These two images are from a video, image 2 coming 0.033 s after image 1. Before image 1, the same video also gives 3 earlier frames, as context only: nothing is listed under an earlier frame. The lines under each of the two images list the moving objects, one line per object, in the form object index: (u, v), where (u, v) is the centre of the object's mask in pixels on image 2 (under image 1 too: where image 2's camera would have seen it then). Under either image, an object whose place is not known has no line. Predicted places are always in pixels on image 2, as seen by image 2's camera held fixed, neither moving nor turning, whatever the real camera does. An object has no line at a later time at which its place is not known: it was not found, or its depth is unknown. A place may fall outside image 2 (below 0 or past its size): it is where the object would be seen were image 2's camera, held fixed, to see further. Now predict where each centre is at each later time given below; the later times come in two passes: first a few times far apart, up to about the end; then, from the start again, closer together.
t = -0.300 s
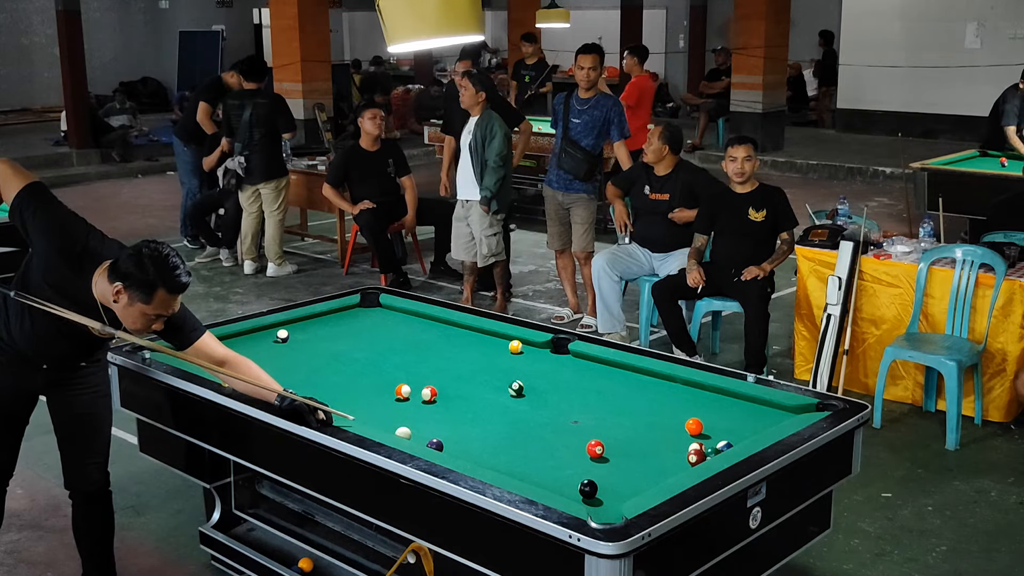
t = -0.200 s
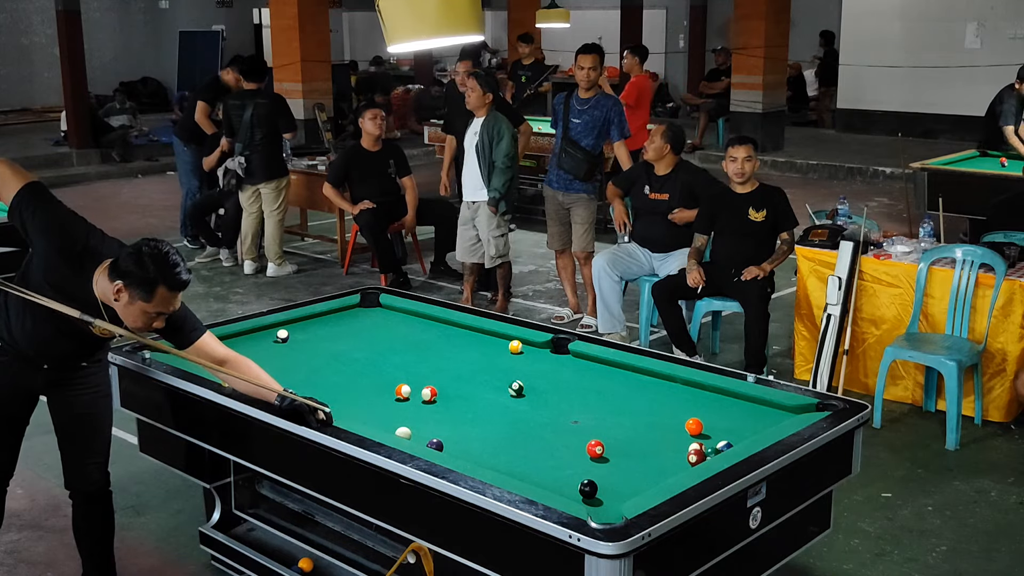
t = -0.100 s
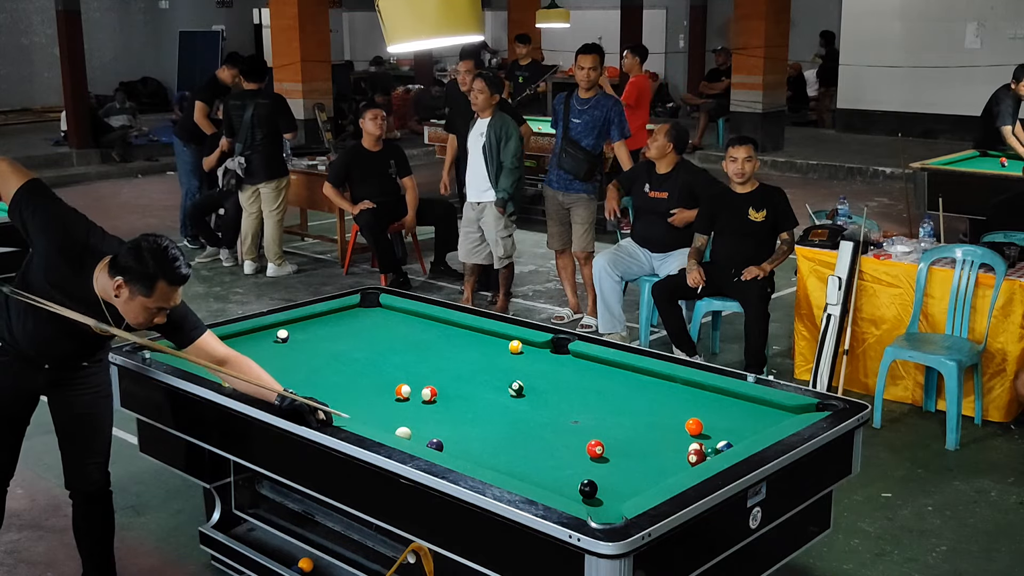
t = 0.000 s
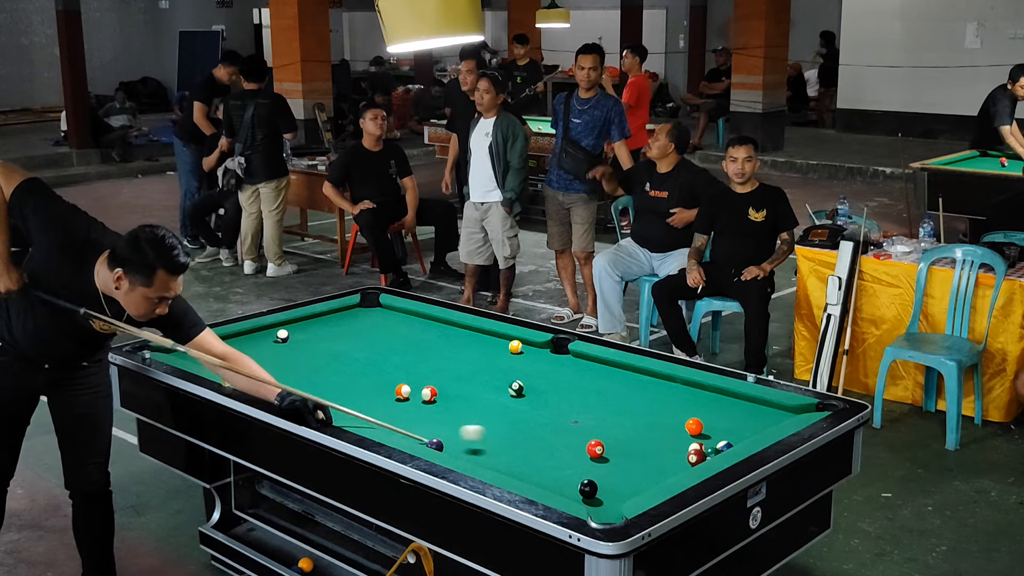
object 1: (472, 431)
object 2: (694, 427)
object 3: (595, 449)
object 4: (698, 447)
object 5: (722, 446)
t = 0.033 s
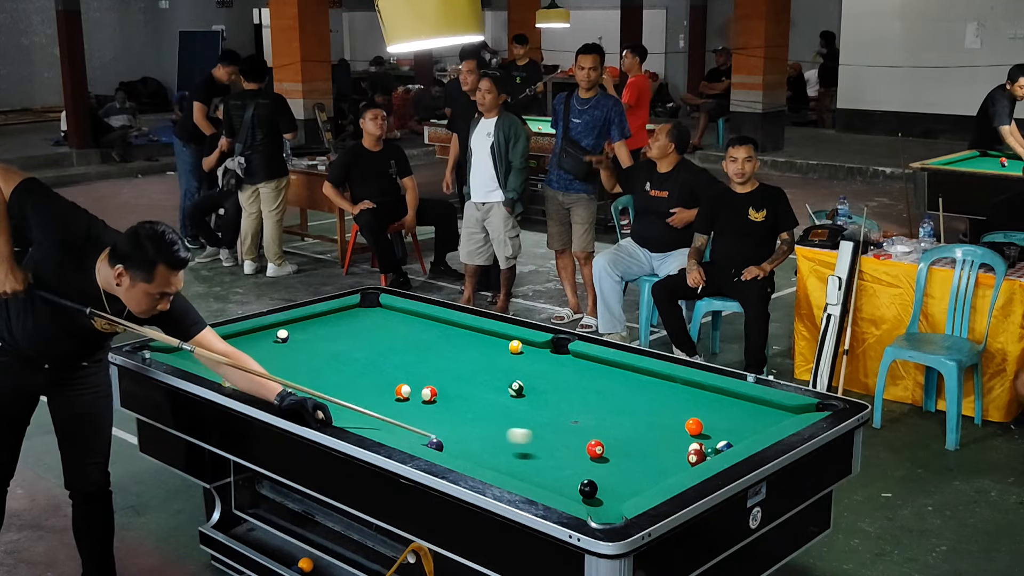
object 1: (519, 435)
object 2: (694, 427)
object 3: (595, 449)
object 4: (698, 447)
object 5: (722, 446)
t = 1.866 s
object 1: (581, 462)
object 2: (544, 399)
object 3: (663, 446)
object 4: (585, 484)
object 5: (752, 430)
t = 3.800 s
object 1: (589, 461)
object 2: (483, 392)
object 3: (663, 447)
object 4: (570, 478)
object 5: (752, 430)
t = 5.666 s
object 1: (589, 461)
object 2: (483, 392)
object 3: (663, 446)
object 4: (570, 477)
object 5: (752, 430)
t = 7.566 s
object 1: (589, 461)
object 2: (483, 392)
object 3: (663, 446)
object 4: (570, 477)
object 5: (752, 430)
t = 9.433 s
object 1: (589, 461)
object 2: (483, 392)
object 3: (663, 447)
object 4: (570, 477)
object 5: (752, 430)
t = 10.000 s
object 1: (589, 461)
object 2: (483, 392)
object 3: (663, 447)
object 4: (570, 477)
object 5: (752, 430)
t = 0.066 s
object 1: (567, 442)
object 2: (694, 426)
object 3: (595, 449)
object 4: (698, 447)
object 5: (722, 446)
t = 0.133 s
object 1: (574, 452)
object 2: (694, 427)
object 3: (670, 448)
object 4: (698, 447)
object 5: (722, 446)
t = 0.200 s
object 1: (567, 457)
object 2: (694, 426)
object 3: (677, 450)
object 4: (721, 433)
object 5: (724, 446)
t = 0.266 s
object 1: (558, 460)
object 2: (694, 426)
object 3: (675, 450)
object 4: (744, 419)
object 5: (727, 444)
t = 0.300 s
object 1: (554, 462)
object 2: (694, 426)
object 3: (674, 449)
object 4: (754, 411)
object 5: (728, 444)
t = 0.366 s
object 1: (545, 465)
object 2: (694, 426)
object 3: (672, 449)
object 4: (761, 405)
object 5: (731, 443)
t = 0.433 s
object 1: (536, 468)
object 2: (694, 426)
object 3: (671, 448)
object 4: (744, 413)
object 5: (733, 441)
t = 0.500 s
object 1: (528, 471)
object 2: (694, 426)
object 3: (669, 448)
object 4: (727, 420)
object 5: (735, 440)
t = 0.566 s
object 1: (519, 473)
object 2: (692, 427)
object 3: (668, 447)
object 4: (712, 426)
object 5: (737, 439)
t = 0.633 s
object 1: (512, 473)
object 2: (675, 426)
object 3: (667, 447)
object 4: (712, 433)
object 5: (739, 438)
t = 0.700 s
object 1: (516, 473)
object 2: (665, 424)
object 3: (666, 447)
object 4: (711, 440)
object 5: (741, 437)
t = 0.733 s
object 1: (519, 473)
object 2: (660, 424)
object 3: (665, 446)
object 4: (710, 444)
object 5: (742, 437)
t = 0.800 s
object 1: (524, 473)
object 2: (651, 422)
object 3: (664, 446)
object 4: (708, 451)
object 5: (743, 436)
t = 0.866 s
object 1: (529, 473)
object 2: (642, 420)
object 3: (664, 446)
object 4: (705, 455)
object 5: (745, 436)
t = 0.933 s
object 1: (534, 472)
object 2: (634, 418)
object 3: (663, 446)
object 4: (696, 459)
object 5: (746, 435)
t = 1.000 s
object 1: (539, 471)
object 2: (626, 417)
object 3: (663, 446)
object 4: (685, 463)
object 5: (747, 434)
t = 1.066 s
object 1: (544, 470)
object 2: (618, 415)
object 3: (662, 446)
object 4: (674, 466)
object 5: (747, 433)
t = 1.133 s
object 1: (548, 469)
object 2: (611, 413)
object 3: (663, 446)
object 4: (663, 469)
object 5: (748, 432)
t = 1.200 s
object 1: (552, 468)
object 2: (604, 412)
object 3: (663, 446)
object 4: (652, 471)
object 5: (749, 432)
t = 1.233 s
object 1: (554, 468)
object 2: (600, 411)
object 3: (663, 446)
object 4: (647, 473)
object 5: (749, 432)
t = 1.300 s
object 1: (558, 467)
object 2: (593, 409)
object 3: (663, 446)
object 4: (636, 475)
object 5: (750, 431)
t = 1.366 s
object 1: (561, 466)
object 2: (586, 408)
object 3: (663, 446)
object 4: (625, 478)
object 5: (750, 431)
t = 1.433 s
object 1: (565, 466)
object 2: (580, 407)
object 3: (663, 446)
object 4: (614, 480)
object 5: (751, 431)
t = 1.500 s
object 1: (568, 465)
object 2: (574, 405)
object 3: (663, 446)
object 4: (604, 482)
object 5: (751, 430)
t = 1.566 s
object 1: (571, 464)
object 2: (568, 404)
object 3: (663, 447)
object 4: (599, 483)
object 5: (752, 430)
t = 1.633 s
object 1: (573, 464)
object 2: (562, 403)
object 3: (663, 446)
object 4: (596, 483)
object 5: (752, 430)
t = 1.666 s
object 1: (574, 463)
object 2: (559, 402)
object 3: (663, 446)
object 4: (594, 483)
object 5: (752, 430)
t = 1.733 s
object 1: (577, 463)
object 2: (554, 401)
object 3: (663, 446)
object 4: (591, 483)
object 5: (752, 430)
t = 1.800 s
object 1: (579, 463)
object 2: (549, 400)
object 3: (663, 446)
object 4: (587, 483)
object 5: (752, 430)
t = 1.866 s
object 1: (581, 462)
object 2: (544, 399)
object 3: (663, 446)
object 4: (585, 484)
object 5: (752, 430)
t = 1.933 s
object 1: (582, 462)
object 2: (539, 398)
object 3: (663, 446)
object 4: (583, 482)
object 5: (752, 430)
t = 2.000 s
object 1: (584, 462)
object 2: (535, 397)
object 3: (663, 446)
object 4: (581, 481)
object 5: (752, 430)
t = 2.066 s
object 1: (585, 461)
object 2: (531, 396)
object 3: (663, 446)
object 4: (579, 479)
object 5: (752, 430)
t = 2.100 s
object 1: (586, 461)
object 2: (529, 396)
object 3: (663, 446)
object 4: (577, 479)
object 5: (752, 430)
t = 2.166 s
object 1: (587, 461)
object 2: (524, 395)
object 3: (663, 446)
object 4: (575, 478)
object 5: (752, 430)
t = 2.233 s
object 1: (588, 461)
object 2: (521, 394)
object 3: (663, 446)
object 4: (573, 478)
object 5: (752, 430)
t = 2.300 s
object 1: (589, 461)
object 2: (517, 394)
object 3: (663, 447)
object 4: (572, 478)
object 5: (752, 430)
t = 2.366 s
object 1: (589, 461)
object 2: (513, 393)
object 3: (663, 447)
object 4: (571, 478)
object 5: (752, 430)
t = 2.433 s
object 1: (589, 461)
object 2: (510, 393)
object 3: (663, 447)
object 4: (571, 478)
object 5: (752, 430)
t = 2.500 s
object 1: (589, 461)
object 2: (507, 393)
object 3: (663, 447)
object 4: (571, 478)
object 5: (752, 430)
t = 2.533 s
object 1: (589, 461)
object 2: (506, 393)
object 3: (663, 446)
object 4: (570, 478)
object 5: (752, 430)
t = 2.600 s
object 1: (589, 461)
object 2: (503, 393)
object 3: (663, 446)
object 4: (570, 478)
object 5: (752, 430)
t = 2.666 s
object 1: (589, 461)
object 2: (500, 393)
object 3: (663, 446)
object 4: (570, 477)
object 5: (752, 430)
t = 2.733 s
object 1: (589, 461)
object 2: (498, 392)
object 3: (663, 446)
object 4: (570, 477)
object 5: (752, 430)
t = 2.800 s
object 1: (589, 461)
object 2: (495, 392)
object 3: (663, 446)
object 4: (570, 477)
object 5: (752, 430)
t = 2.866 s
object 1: (589, 461)
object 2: (493, 392)
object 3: (663, 446)
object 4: (570, 477)
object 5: (752, 430)
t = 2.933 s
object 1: (589, 461)
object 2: (491, 392)
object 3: (663, 447)
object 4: (570, 478)
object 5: (752, 430)
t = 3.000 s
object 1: (589, 461)
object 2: (490, 392)
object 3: (663, 447)
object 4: (570, 478)
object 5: (752, 430)
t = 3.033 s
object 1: (589, 461)
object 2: (489, 392)
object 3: (663, 446)
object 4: (570, 477)
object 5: (752, 430)
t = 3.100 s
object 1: (589, 461)
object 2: (488, 392)
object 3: (663, 446)
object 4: (570, 478)
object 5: (752, 430)
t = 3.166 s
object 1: (589, 461)
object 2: (487, 392)
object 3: (663, 446)
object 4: (570, 478)
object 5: (752, 430)
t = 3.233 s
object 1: (589, 461)
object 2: (486, 392)
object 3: (663, 446)
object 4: (570, 478)
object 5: (752, 430)
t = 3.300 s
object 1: (589, 461)
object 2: (485, 392)
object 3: (663, 447)
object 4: (570, 478)
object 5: (752, 430)
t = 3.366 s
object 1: (589, 461)
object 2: (484, 392)
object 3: (663, 446)
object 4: (570, 478)
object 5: (752, 430)
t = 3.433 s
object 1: (589, 461)
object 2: (483, 392)
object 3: (663, 447)
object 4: (570, 478)
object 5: (752, 430)
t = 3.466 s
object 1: (589, 461)
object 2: (483, 392)
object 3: (663, 446)
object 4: (570, 478)
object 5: (752, 430)
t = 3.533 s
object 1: (589, 461)
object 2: (483, 392)
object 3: (663, 447)
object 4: (570, 478)
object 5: (752, 430)
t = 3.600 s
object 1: (589, 461)
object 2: (483, 392)
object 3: (663, 447)
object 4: (570, 478)
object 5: (752, 430)
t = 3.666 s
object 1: (589, 461)
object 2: (483, 392)
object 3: (663, 446)
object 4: (570, 478)
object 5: (752, 430)
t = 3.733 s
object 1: (589, 461)
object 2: (483, 392)
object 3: (663, 447)
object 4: (570, 478)
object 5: (752, 430)
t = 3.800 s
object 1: (589, 461)
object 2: (483, 392)
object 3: (663, 447)
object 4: (570, 478)
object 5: (752, 430)
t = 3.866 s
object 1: (589, 461)
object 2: (483, 392)
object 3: (663, 446)
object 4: (570, 478)
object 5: (752, 430)
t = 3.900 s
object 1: (589, 461)
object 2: (483, 392)
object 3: (663, 446)
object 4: (570, 478)
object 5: (752, 430)
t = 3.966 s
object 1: (589, 461)
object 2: (483, 392)
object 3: (663, 446)
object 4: (570, 477)
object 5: (752, 430)
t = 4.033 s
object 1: (589, 461)
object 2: (483, 392)
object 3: (663, 446)
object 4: (570, 477)
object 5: (752, 430)
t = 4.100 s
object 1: (589, 461)
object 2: (483, 392)
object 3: (663, 446)
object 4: (570, 477)
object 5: (752, 430)
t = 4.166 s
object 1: (589, 461)
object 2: (483, 392)
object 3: (663, 447)
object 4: (570, 477)
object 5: (752, 430)
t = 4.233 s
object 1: (589, 461)
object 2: (483, 392)
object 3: (663, 447)
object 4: (570, 477)
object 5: (752, 430)
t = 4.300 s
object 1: (589, 461)
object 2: (483, 392)
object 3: (663, 447)
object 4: (570, 477)
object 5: (752, 430)
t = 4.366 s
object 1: (589, 461)
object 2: (483, 392)
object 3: (663, 447)
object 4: (570, 477)
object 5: (752, 430)
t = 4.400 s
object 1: (589, 461)
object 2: (483, 392)
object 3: (663, 447)
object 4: (570, 477)
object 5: (752, 430)
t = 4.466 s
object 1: (589, 461)
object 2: (483, 392)
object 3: (663, 447)
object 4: (570, 477)
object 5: (752, 430)
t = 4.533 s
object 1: (589, 461)
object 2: (483, 392)
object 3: (663, 447)
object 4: (570, 477)
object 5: (752, 430)
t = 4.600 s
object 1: (589, 461)
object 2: (483, 392)
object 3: (663, 447)
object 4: (570, 477)
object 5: (752, 430)
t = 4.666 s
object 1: (589, 461)
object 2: (483, 392)
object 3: (663, 447)
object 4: (570, 477)
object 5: (752, 430)
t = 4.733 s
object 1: (589, 461)
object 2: (483, 392)
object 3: (663, 447)
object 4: (570, 478)
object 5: (752, 430)
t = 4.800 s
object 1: (589, 461)
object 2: (483, 392)
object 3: (663, 447)
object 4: (570, 477)
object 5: (752, 430)
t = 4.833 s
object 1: (589, 461)
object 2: (483, 392)
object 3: (663, 447)
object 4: (570, 478)
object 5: (752, 430)
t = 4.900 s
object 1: (589, 461)
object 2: (483, 392)
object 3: (663, 447)
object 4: (570, 478)
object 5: (752, 430)
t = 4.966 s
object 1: (589, 461)
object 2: (483, 392)
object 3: (663, 446)
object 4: (570, 477)
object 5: (752, 430)
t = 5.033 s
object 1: (589, 461)
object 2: (483, 392)
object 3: (663, 446)
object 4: (570, 477)
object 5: (752, 430)
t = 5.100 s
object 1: (589, 461)
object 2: (483, 392)
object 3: (663, 446)
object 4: (570, 477)
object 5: (752, 430)
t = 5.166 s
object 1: (589, 461)
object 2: (483, 392)
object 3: (663, 446)
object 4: (570, 477)
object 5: (752, 430)
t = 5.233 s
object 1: (589, 461)
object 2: (483, 392)
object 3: (663, 446)
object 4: (570, 477)
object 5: (752, 430)
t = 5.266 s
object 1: (589, 461)
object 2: (483, 392)
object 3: (663, 446)
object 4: (570, 477)
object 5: (752, 430)
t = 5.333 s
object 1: (589, 461)
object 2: (483, 392)
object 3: (663, 447)
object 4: (570, 477)
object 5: (752, 430)
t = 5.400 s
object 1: (589, 461)
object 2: (483, 392)
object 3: (663, 446)
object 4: (570, 478)
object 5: (752, 430)
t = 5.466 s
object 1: (589, 461)
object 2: (483, 392)
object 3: (663, 447)
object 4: (570, 477)
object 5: (752, 430)
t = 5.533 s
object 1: (589, 461)
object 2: (483, 392)
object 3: (663, 446)
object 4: (570, 478)
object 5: (752, 430)
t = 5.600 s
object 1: (589, 461)
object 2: (483, 392)
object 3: (663, 446)
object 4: (570, 477)
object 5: (752, 430)
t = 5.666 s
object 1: (589, 461)
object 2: (483, 392)
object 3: (663, 446)
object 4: (570, 477)
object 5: (752, 430)
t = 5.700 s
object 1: (589, 461)
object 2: (483, 392)
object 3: (663, 447)
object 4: (570, 477)
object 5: (752, 430)
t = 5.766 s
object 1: (589, 461)
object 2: (483, 392)
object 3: (663, 447)
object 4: (570, 477)
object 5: (752, 430)
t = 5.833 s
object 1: (589, 461)
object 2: (483, 392)
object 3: (663, 447)
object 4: (570, 477)
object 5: (752, 430)
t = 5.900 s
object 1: (589, 461)
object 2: (483, 392)
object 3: (663, 447)
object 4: (570, 477)
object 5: (752, 430)
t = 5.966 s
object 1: (589, 461)
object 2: (483, 392)
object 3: (663, 446)
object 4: (570, 477)
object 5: (752, 430)
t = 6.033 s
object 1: (589, 461)
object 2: (483, 392)
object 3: (663, 446)
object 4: (570, 477)
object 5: (752, 430)
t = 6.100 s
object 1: (589, 461)
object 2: (483, 392)
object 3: (663, 446)
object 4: (570, 477)
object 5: (752, 430)
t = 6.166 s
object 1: (589, 461)
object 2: (483, 392)
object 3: (663, 446)
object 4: (570, 477)
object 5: (752, 430)
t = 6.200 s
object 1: (589, 461)
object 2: (483, 392)
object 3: (663, 446)
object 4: (570, 477)
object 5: (752, 430)
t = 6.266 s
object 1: (589, 461)
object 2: (483, 392)
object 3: (663, 446)
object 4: (570, 477)
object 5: (752, 430)
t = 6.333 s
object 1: (589, 461)
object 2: (483, 392)
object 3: (663, 446)
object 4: (570, 477)
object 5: (752, 430)
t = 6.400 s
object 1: (589, 461)
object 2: (483, 392)
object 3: (663, 446)
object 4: (570, 477)
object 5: (752, 430)
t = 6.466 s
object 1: (589, 461)
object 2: (483, 392)
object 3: (663, 446)
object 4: (570, 477)
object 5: (752, 430)
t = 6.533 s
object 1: (589, 461)
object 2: (483, 392)
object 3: (663, 447)
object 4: (570, 477)
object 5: (752, 430)
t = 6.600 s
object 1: (589, 461)
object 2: (483, 392)
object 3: (663, 447)
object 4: (570, 477)
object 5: (752, 430)
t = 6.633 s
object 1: (589, 461)
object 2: (483, 392)
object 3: (663, 447)
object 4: (570, 477)
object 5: (752, 430)
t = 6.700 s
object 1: (589, 461)
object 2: (483, 392)
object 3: (663, 447)
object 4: (570, 477)
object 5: (752, 430)
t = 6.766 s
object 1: (589, 461)
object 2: (483, 392)
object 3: (663, 447)
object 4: (570, 477)
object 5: (752, 430)
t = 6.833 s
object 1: (589, 461)
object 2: (483, 392)
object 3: (663, 447)
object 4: (570, 477)
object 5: (752, 430)
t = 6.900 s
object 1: (589, 461)
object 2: (483, 392)
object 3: (663, 446)
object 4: (570, 477)
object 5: (752, 430)
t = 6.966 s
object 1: (589, 461)
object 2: (483, 392)
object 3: (663, 447)
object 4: (570, 477)
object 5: (752, 430)
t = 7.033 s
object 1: (589, 461)
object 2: (483, 392)
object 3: (663, 447)
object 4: (570, 477)
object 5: (752, 430)
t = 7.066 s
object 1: (589, 461)
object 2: (483, 392)
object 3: (663, 447)
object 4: (570, 477)
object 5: (752, 430)
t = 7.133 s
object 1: (589, 461)
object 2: (483, 392)
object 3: (663, 447)
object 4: (570, 477)
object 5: (752, 430)
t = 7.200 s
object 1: (589, 461)
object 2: (483, 392)
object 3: (663, 447)
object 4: (570, 477)
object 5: (752, 430)
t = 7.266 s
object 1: (589, 461)
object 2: (483, 392)
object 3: (663, 446)
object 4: (570, 477)
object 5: (752, 430)
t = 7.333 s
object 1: (589, 461)
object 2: (483, 392)
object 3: (663, 446)
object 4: (570, 477)
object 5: (752, 430)
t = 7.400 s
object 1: (589, 461)
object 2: (483, 392)
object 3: (663, 446)
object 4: (570, 477)
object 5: (752, 430)
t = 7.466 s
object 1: (589, 461)
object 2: (483, 392)
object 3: (663, 446)
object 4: (570, 477)
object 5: (752, 430)
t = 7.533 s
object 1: (589, 461)
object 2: (483, 392)
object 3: (663, 446)
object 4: (570, 477)
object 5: (752, 430)
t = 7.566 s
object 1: (589, 461)
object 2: (483, 392)
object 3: (663, 446)
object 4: (570, 477)
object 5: (752, 430)
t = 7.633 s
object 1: (589, 461)
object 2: (483, 392)
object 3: (663, 446)
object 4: (570, 477)
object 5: (752, 430)
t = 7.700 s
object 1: (589, 461)
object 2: (483, 392)
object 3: (663, 446)
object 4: (570, 477)
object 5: (752, 430)
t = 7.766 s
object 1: (589, 461)
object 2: (483, 392)
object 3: (663, 446)
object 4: (570, 477)
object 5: (752, 430)
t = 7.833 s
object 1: (589, 461)
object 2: (483, 392)
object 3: (663, 446)
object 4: (570, 477)
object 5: (752, 430)
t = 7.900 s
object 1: (589, 461)
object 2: (483, 392)
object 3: (663, 446)
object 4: (570, 477)
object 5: (752, 430)
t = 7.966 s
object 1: (589, 461)
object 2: (483, 392)
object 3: (663, 446)
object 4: (570, 477)
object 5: (752, 430)
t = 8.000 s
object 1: (589, 461)
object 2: (483, 392)
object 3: (663, 446)
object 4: (570, 477)
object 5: (752, 430)
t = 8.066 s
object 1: (589, 461)
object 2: (483, 392)
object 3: (663, 446)
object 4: (570, 477)
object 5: (752, 430)
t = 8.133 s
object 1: (589, 461)
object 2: (483, 392)
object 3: (663, 446)
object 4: (570, 477)
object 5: (752, 430)
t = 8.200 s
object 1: (589, 461)
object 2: (483, 392)
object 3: (663, 446)
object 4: (570, 477)
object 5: (752, 430)
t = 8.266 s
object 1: (589, 461)
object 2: (483, 392)
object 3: (663, 446)
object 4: (570, 477)
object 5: (752, 430)
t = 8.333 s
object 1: (589, 461)
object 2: (483, 392)
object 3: (663, 447)
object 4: (570, 477)
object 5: (752, 430)
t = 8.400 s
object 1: (589, 461)
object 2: (483, 392)
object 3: (663, 447)
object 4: (570, 477)
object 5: (752, 430)
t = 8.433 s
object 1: (589, 461)
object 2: (483, 392)
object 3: (663, 447)
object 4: (570, 477)
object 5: (752, 430)
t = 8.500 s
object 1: (589, 461)
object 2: (483, 392)
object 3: (663, 447)
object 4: (570, 477)
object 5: (752, 430)
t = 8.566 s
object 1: (589, 461)
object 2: (483, 392)
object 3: (663, 447)
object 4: (570, 477)
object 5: (752, 430)
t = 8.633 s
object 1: (589, 461)
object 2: (483, 392)
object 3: (663, 447)
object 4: (570, 477)
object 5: (752, 430)
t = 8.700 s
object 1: (589, 461)
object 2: (483, 392)
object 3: (663, 447)
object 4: (570, 477)
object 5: (752, 430)
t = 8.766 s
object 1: (589, 461)
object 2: (483, 392)
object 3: (663, 447)
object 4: (570, 477)
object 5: (752, 430)
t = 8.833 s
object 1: (589, 461)
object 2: (483, 392)
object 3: (663, 447)
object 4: (570, 477)
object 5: (752, 430)
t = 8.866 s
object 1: (589, 461)
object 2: (483, 392)
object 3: (663, 447)
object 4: (570, 477)
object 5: (752, 430)
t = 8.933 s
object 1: (589, 461)
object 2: (483, 392)
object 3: (663, 447)
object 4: (570, 477)
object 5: (752, 430)
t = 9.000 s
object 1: (589, 461)
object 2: (483, 392)
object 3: (663, 447)
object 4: (570, 477)
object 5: (752, 430)
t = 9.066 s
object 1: (589, 461)
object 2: (483, 392)
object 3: (663, 447)
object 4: (570, 477)
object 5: (752, 430)
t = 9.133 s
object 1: (589, 461)
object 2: (483, 392)
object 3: (663, 447)
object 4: (570, 477)
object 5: (752, 430)
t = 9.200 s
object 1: (589, 461)
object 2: (483, 392)
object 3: (663, 447)
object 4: (570, 477)
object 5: (752, 430)
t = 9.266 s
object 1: (589, 461)
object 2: (483, 392)
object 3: (663, 447)
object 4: (570, 477)
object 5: (752, 430)
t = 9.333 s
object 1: (589, 461)
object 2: (483, 392)
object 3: (663, 447)
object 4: (570, 477)
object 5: (752, 430)
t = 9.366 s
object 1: (589, 461)
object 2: (483, 392)
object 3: (663, 447)
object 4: (570, 477)
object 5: (752, 430)
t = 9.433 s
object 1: (589, 461)
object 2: (483, 392)
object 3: (663, 447)
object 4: (570, 477)
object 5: (752, 430)
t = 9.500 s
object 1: (589, 461)
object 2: (483, 392)
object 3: (663, 447)
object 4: (570, 477)
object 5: (752, 430)
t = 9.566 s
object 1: (589, 461)
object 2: (483, 392)
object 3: (663, 447)
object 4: (570, 477)
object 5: (752, 430)
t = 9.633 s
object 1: (589, 461)
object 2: (483, 392)
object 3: (663, 447)
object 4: (570, 477)
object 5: (752, 430)
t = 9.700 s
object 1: (589, 461)
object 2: (483, 392)
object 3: (663, 447)
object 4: (570, 477)
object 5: (752, 430)
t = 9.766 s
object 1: (589, 461)
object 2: (483, 392)
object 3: (663, 447)
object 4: (570, 477)
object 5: (752, 430)
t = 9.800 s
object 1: (589, 461)
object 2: (483, 392)
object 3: (663, 447)
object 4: (570, 477)
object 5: (752, 430)
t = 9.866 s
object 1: (589, 461)
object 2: (483, 392)
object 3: (663, 447)
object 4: (570, 477)
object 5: (752, 430)
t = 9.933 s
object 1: (589, 461)
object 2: (483, 392)
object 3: (663, 447)
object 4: (570, 477)
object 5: (752, 430)
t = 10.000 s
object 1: (589, 461)
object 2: (483, 392)
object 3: (663, 447)
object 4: (570, 477)
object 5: (752, 430)
